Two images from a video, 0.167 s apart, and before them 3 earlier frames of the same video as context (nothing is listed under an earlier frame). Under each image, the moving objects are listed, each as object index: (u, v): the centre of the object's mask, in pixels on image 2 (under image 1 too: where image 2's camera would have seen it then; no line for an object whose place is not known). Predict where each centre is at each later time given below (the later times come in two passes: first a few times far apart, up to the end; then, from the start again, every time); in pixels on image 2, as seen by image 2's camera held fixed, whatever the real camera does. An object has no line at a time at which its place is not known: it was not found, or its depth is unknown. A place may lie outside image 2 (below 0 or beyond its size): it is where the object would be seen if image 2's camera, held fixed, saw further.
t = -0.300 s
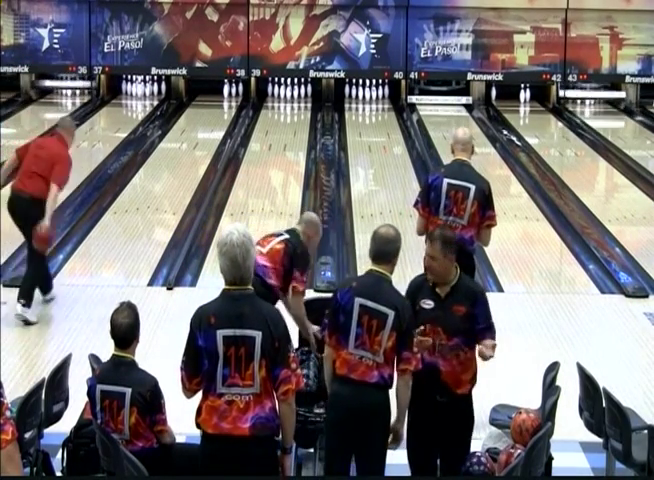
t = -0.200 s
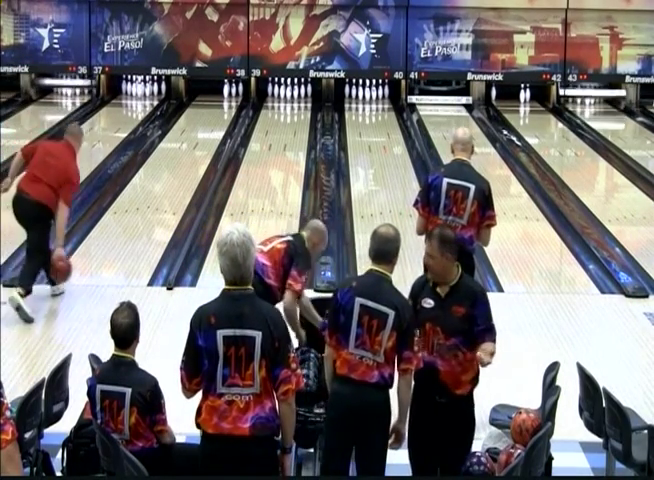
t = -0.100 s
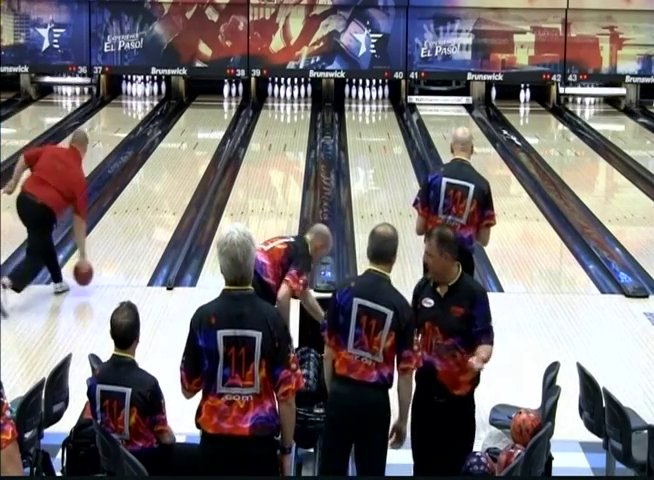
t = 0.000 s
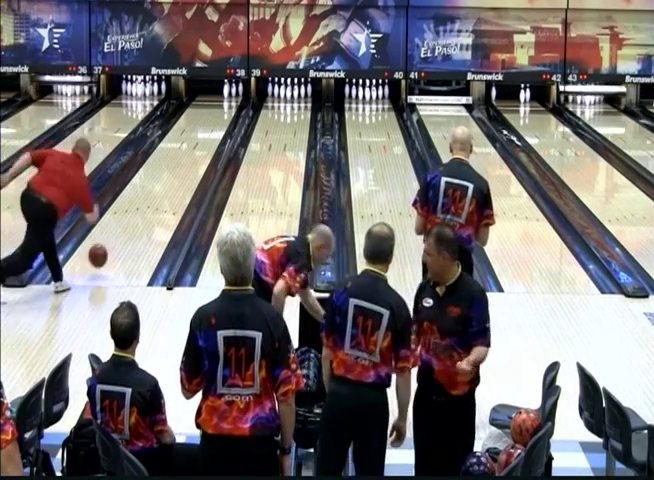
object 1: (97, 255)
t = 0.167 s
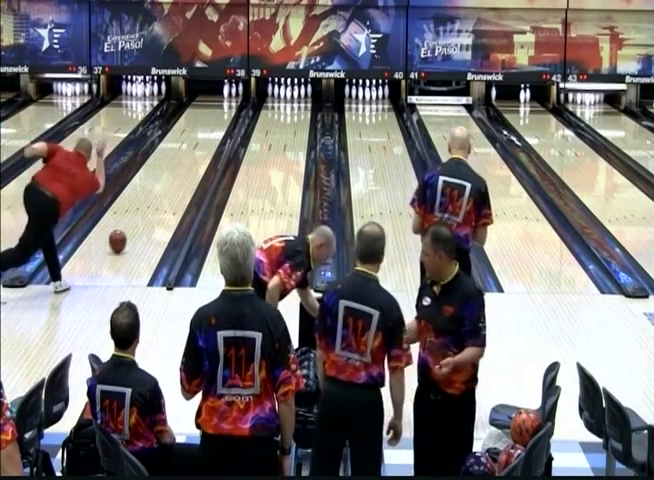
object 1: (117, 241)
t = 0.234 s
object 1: (124, 233)
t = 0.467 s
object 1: (145, 207)
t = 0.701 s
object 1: (163, 185)
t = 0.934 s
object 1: (178, 167)
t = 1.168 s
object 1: (190, 150)
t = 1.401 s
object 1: (201, 137)
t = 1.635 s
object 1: (210, 124)
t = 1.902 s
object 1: (216, 113)
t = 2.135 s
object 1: (219, 103)
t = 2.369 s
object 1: (220, 98)
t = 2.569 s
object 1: (216, 90)
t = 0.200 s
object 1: (120, 236)
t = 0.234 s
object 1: (124, 233)
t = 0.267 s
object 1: (127, 229)
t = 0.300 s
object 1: (130, 225)
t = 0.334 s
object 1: (133, 221)
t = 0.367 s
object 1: (136, 218)
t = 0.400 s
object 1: (139, 214)
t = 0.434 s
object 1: (142, 211)
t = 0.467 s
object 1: (145, 207)
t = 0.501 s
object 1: (148, 204)
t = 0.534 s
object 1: (151, 201)
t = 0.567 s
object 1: (153, 197)
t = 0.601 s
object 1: (156, 194)
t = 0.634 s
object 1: (158, 191)
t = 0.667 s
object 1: (161, 188)
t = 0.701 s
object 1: (163, 185)
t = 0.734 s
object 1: (165, 182)
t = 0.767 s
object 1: (168, 180)
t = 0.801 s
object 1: (169, 177)
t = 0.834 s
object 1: (172, 174)
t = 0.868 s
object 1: (174, 172)
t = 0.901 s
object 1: (176, 169)
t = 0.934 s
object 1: (178, 167)
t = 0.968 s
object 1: (180, 164)
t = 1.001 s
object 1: (182, 162)
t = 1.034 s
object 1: (183, 159)
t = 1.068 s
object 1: (185, 157)
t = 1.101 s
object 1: (187, 155)
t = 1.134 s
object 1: (189, 153)
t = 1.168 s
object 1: (190, 150)
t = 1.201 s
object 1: (192, 148)
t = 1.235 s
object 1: (193, 146)
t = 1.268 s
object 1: (195, 144)
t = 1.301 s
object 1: (196, 142)
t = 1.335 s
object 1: (198, 141)
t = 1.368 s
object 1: (199, 139)
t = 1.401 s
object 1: (201, 137)
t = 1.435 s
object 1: (202, 135)
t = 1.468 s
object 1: (204, 133)
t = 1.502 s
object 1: (205, 131)
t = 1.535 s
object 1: (206, 129)
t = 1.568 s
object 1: (207, 127)
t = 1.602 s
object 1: (209, 126)
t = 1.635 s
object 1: (210, 124)
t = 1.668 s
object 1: (211, 123)
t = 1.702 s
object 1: (211, 121)
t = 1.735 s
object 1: (213, 120)
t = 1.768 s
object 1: (214, 118)
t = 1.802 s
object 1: (214, 116)
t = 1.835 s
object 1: (215, 115)
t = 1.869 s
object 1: (216, 114)
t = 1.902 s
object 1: (216, 113)
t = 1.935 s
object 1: (217, 111)
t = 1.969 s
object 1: (218, 111)
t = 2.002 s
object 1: (218, 109)
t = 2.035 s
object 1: (219, 107)
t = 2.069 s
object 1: (219, 106)
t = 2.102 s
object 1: (219, 105)
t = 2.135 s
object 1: (219, 103)
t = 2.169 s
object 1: (220, 102)
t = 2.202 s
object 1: (220, 101)
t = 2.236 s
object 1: (220, 100)
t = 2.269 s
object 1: (220, 99)
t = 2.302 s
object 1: (220, 98)
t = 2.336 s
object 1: (220, 98)
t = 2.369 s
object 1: (220, 98)
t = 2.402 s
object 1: (220, 95)
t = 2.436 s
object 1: (220, 94)
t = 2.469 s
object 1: (220, 93)
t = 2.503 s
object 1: (219, 93)
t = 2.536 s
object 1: (218, 92)
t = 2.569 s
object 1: (216, 90)
